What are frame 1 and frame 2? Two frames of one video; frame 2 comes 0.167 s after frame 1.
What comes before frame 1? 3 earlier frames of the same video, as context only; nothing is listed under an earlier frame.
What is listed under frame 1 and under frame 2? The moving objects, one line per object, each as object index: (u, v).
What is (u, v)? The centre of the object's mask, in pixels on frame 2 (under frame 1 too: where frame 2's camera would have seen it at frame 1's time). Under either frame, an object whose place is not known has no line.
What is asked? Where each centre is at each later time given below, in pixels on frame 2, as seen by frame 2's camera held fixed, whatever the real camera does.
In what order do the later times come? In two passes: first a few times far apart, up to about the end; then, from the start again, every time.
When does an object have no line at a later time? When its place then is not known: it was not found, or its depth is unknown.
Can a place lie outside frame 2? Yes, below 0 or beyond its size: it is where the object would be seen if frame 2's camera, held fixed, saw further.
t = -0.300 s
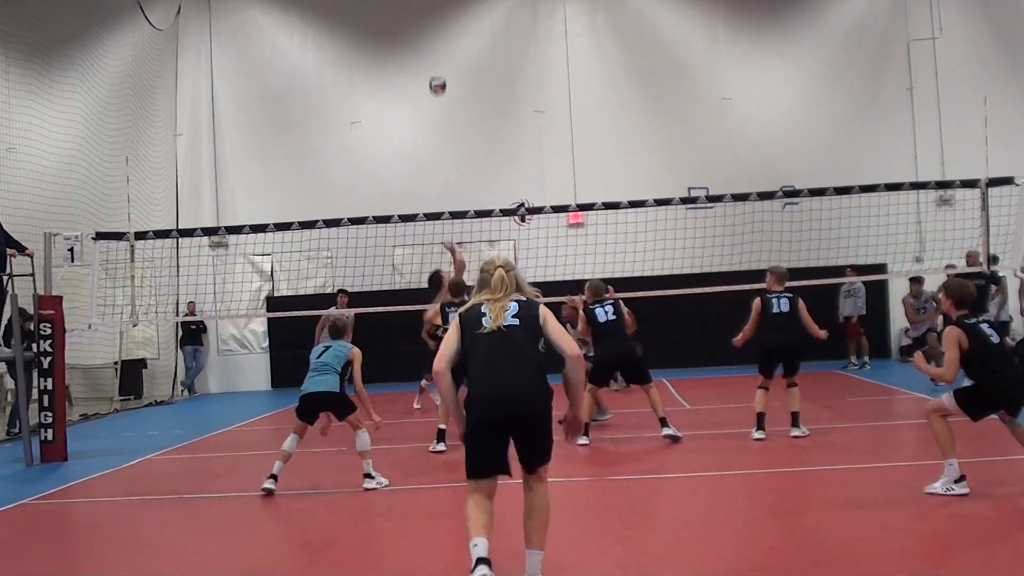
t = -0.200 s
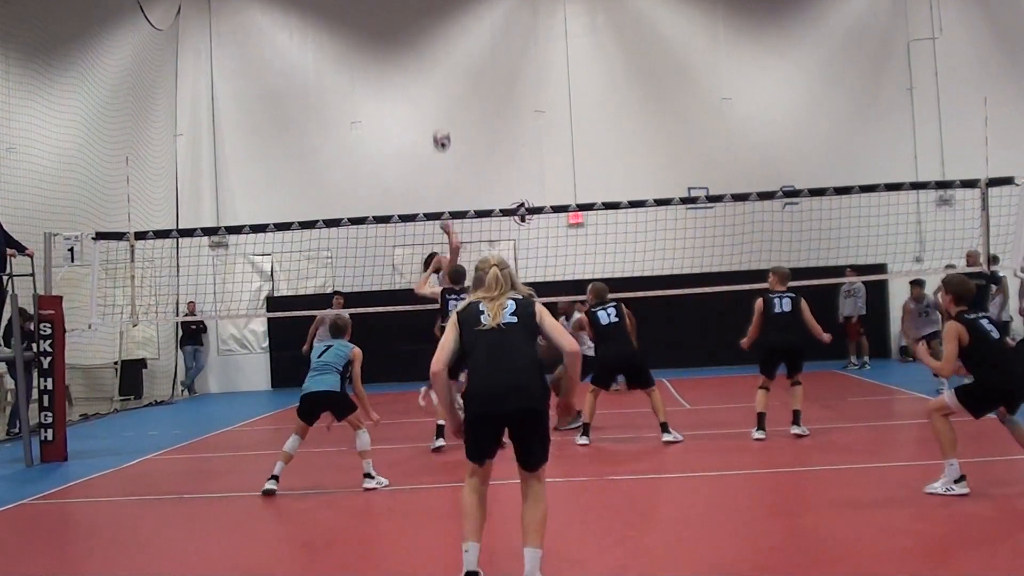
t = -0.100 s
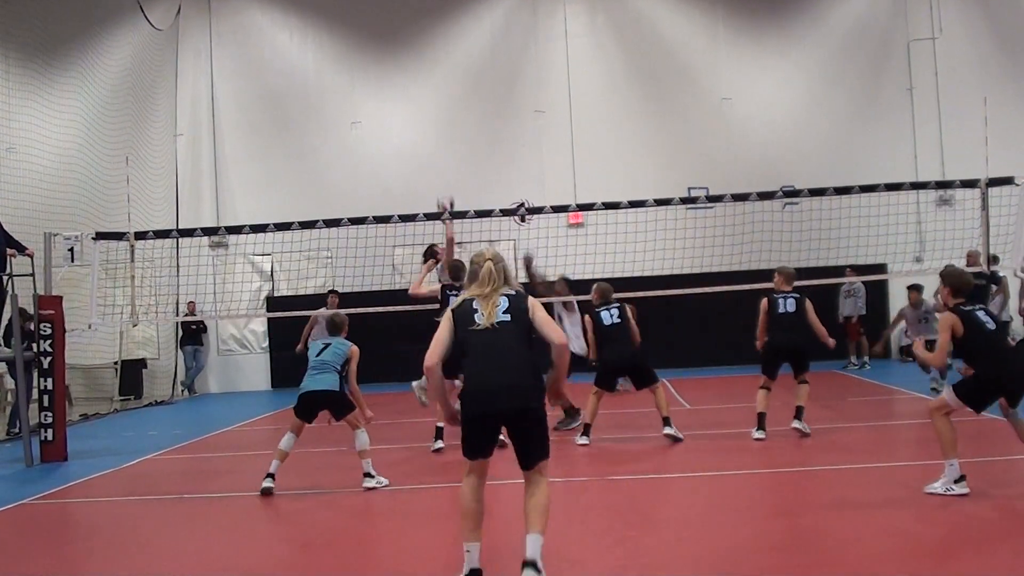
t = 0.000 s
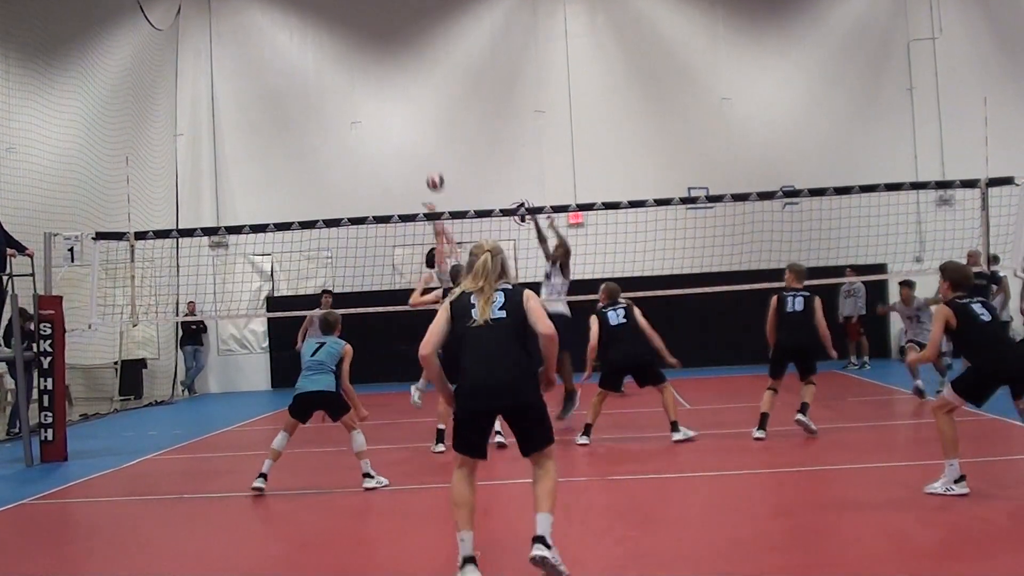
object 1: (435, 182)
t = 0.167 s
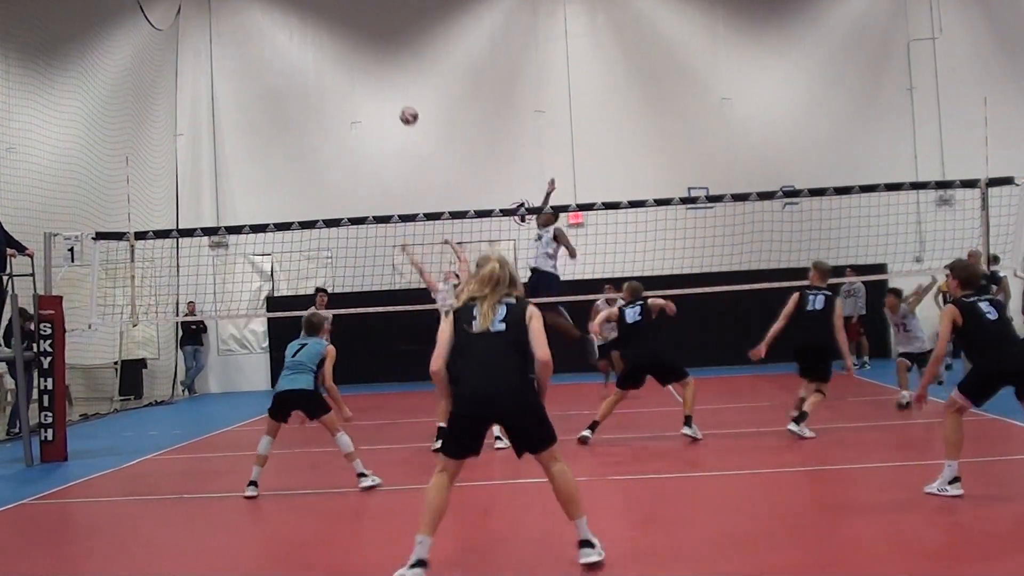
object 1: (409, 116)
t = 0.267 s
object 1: (394, 90)
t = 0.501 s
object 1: (364, 63)
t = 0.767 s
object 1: (333, 89)
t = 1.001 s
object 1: (311, 156)
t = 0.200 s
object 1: (404, 106)
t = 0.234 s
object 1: (399, 98)
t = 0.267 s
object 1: (394, 90)
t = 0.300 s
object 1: (389, 84)
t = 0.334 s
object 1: (385, 78)
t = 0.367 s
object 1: (381, 73)
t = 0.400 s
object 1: (376, 69)
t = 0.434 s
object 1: (372, 66)
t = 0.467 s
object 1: (368, 64)
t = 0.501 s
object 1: (364, 63)
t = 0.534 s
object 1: (360, 64)
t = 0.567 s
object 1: (355, 64)
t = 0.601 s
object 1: (352, 66)
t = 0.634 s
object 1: (348, 69)
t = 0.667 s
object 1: (344, 73)
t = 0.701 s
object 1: (340, 77)
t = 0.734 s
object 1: (337, 82)
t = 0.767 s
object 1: (333, 89)
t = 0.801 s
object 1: (330, 96)
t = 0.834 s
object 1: (327, 103)
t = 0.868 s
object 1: (323, 112)
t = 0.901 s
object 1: (320, 122)
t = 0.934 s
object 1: (317, 132)
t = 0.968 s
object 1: (314, 144)
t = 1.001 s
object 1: (311, 156)
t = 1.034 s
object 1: (308, 170)
